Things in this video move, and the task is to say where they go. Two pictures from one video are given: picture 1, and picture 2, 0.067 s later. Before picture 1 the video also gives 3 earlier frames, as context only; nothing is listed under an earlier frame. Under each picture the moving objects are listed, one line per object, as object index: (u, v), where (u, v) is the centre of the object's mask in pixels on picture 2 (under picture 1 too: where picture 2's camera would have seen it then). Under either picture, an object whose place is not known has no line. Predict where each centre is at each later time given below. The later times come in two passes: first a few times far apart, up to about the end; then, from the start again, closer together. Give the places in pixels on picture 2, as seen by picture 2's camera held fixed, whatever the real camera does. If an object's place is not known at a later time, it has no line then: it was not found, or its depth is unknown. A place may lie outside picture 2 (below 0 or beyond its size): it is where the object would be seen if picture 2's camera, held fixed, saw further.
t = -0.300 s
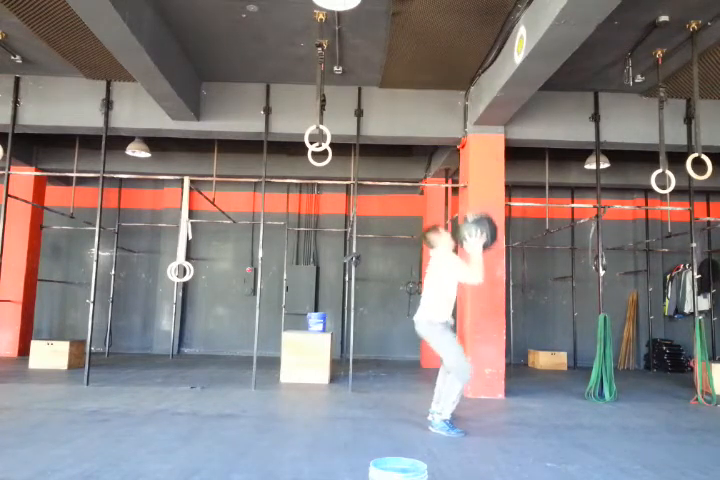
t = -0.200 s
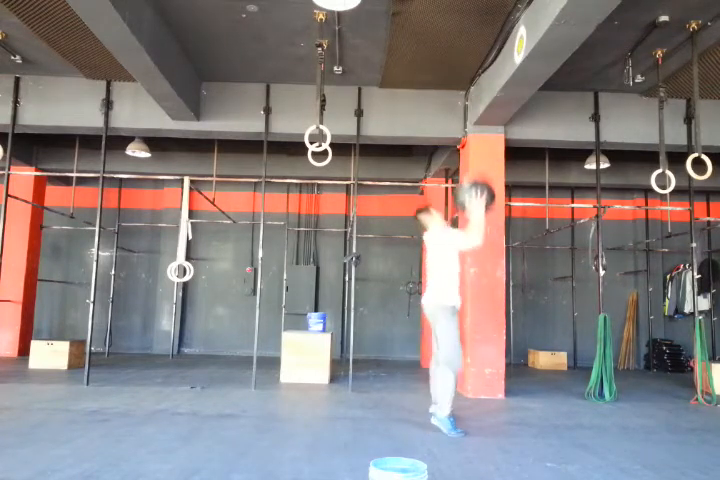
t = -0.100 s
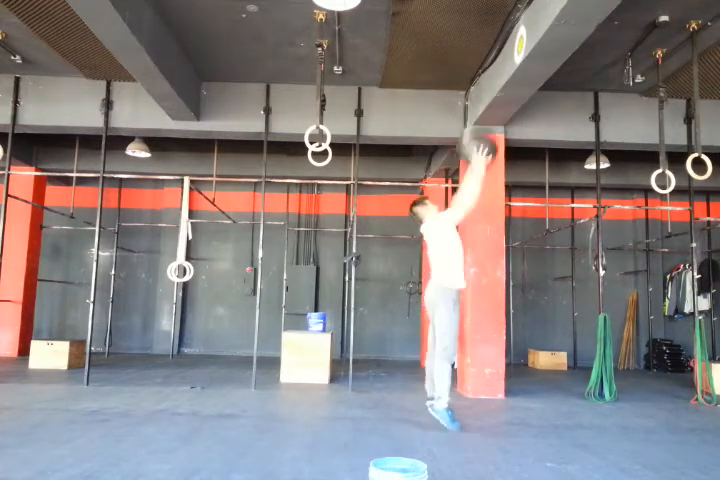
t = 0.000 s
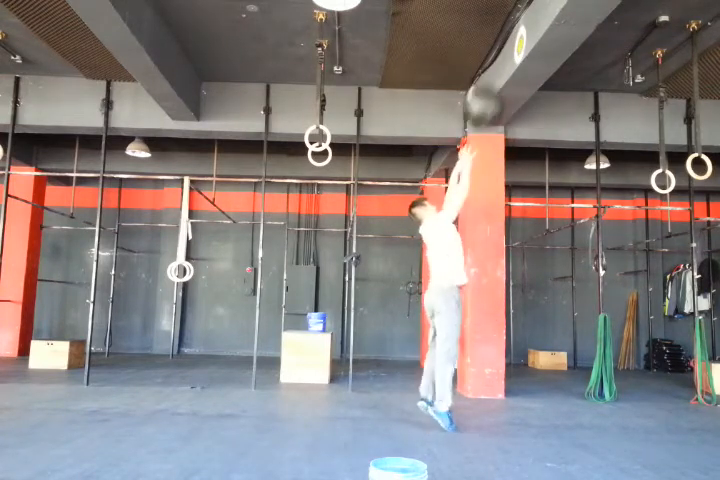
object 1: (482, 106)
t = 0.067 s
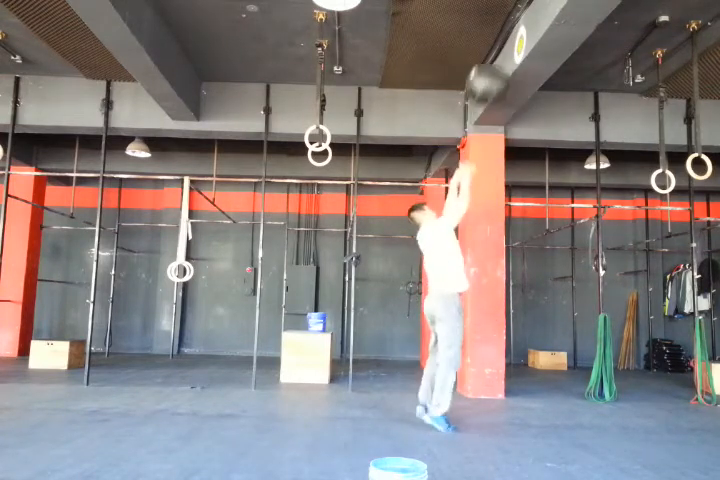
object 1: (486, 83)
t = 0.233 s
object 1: (497, 53)
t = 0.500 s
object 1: (492, 65)
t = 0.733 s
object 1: (483, 141)
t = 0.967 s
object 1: (474, 293)
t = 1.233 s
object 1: (455, 375)
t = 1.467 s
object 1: (429, 359)
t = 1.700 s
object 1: (405, 404)
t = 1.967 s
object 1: (375, 399)
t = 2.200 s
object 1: (351, 400)
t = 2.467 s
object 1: (330, 399)
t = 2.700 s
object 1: (314, 399)
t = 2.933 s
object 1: (303, 399)
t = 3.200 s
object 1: (299, 398)
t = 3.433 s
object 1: (300, 398)
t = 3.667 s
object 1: (302, 398)
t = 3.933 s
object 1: (303, 398)
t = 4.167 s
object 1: (303, 398)
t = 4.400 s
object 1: (303, 398)
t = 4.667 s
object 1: (303, 398)
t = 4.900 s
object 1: (303, 398)
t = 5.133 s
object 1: (303, 398)
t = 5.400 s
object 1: (303, 398)
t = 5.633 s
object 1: (303, 398)
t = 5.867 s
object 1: (303, 398)
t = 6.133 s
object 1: (303, 398)
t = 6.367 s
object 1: (303, 398)
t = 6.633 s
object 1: (303, 398)
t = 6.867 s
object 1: (303, 398)
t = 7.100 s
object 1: (303, 398)
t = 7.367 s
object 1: (303, 398)
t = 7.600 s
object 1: (303, 398)
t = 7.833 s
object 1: (303, 398)
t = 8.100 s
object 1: (303, 398)
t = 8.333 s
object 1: (303, 398)
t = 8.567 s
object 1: (303, 398)
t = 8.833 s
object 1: (303, 398)
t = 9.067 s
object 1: (303, 398)
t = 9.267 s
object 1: (303, 398)
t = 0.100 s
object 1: (488, 74)
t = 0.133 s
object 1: (491, 68)
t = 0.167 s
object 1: (492, 62)
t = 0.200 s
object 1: (494, 57)
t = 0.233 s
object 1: (497, 53)
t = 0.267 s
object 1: (499, 50)
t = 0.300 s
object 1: (499, 49)
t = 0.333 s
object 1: (498, 48)
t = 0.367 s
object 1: (497, 49)
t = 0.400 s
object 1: (496, 52)
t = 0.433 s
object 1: (495, 54)
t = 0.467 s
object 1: (493, 58)
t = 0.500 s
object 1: (492, 65)
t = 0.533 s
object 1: (490, 71)
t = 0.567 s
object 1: (489, 80)
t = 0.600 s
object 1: (488, 90)
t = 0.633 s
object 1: (487, 102)
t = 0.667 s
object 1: (485, 111)
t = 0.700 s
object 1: (485, 127)
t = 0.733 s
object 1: (483, 141)
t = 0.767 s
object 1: (482, 160)
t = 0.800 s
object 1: (481, 179)
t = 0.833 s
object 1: (479, 199)
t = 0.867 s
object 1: (478, 219)
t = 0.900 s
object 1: (477, 242)
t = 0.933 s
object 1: (476, 267)
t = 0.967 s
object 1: (474, 293)
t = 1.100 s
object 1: (471, 410)
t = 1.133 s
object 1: (465, 402)
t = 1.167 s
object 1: (461, 391)
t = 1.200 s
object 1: (458, 383)
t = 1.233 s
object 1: (455, 375)
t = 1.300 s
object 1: (449, 364)
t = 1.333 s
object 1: (446, 360)
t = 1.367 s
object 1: (442, 358)
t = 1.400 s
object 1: (438, 358)
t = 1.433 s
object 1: (433, 358)
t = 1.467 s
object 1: (429, 359)
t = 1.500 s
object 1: (426, 363)
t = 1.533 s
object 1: (423, 367)
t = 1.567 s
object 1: (418, 374)
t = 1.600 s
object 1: (416, 380)
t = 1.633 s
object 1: (412, 389)
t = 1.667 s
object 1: (409, 399)
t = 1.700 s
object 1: (405, 404)
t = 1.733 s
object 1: (402, 401)
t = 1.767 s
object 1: (397, 396)
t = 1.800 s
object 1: (393, 393)
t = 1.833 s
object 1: (390, 392)
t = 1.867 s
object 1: (386, 392)
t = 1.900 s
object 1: (382, 393)
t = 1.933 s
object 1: (379, 396)
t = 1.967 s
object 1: (375, 399)
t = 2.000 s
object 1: (372, 402)
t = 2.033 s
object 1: (369, 402)
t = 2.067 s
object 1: (365, 401)
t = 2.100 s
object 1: (361, 401)
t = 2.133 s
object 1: (358, 401)
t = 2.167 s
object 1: (355, 401)
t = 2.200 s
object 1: (351, 400)
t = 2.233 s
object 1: (349, 399)
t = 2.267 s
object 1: (347, 399)
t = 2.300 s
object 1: (344, 399)
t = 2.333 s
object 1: (341, 399)
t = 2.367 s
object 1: (338, 399)
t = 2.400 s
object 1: (336, 399)
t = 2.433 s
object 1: (333, 399)
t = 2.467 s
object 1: (330, 399)
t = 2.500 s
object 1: (328, 399)
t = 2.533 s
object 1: (325, 399)
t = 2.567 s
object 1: (323, 400)
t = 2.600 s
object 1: (321, 400)
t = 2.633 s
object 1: (318, 399)
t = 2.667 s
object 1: (316, 399)
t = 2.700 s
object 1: (314, 399)
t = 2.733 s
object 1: (312, 399)
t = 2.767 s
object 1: (310, 399)
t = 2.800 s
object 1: (308, 399)
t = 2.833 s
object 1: (307, 399)
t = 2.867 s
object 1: (305, 399)
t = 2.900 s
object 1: (304, 399)
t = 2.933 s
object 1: (303, 399)
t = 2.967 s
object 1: (302, 399)
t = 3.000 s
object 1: (301, 399)
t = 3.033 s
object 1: (301, 399)
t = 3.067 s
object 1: (300, 398)
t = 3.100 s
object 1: (299, 398)
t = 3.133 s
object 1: (299, 398)
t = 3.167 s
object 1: (299, 398)
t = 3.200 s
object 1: (299, 398)
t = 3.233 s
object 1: (299, 398)
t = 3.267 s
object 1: (299, 398)
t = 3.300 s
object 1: (299, 398)
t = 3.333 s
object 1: (299, 398)
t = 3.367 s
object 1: (299, 398)
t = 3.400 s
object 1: (300, 398)
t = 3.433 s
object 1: (300, 398)
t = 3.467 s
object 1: (300, 398)
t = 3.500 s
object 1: (301, 398)
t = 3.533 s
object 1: (301, 398)
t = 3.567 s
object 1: (301, 398)
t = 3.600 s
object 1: (301, 398)
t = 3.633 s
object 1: (302, 398)
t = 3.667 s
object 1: (302, 398)
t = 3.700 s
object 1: (302, 398)
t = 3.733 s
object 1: (302, 398)
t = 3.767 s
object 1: (302, 398)
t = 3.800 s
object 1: (303, 398)
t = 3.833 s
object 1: (303, 398)
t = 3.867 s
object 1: (303, 398)
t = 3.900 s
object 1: (303, 398)
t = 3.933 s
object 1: (303, 398)
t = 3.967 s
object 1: (303, 398)
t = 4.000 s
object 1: (303, 398)
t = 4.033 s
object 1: (303, 398)
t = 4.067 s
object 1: (303, 398)
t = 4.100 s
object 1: (303, 398)
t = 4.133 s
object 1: (303, 398)
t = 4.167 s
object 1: (303, 398)
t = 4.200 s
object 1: (303, 398)
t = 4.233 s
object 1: (303, 398)
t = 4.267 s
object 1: (303, 398)
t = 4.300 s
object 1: (303, 398)
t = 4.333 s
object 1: (303, 398)
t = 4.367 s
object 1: (303, 398)
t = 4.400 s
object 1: (303, 398)
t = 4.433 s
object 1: (303, 398)
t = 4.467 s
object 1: (303, 398)
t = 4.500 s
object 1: (303, 398)
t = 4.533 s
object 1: (303, 398)
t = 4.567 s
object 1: (303, 398)
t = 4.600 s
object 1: (303, 398)
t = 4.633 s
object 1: (303, 398)
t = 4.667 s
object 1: (303, 398)
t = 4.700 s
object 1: (303, 398)
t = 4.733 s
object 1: (303, 398)
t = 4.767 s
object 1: (303, 398)
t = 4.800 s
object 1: (303, 398)
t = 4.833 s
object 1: (303, 398)
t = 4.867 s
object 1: (303, 398)
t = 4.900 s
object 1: (303, 398)
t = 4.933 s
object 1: (303, 398)
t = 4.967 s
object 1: (303, 398)
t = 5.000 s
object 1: (303, 398)
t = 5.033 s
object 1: (303, 398)
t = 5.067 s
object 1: (303, 398)
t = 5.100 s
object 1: (303, 398)
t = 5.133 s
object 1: (303, 398)
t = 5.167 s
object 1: (303, 398)
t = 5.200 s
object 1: (303, 398)
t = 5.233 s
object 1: (303, 398)
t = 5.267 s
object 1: (303, 398)
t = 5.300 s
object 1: (303, 398)
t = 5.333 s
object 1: (303, 398)
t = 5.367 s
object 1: (303, 398)
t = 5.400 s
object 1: (303, 398)
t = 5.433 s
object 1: (303, 398)
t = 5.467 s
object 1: (303, 398)
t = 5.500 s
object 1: (303, 398)
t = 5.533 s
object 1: (303, 398)
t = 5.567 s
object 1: (303, 398)
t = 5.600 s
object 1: (303, 398)
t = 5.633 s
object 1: (303, 398)
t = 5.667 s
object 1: (303, 398)
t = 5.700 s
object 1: (303, 398)
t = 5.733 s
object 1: (303, 398)
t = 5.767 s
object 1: (303, 398)
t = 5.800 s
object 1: (303, 398)
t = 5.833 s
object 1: (303, 398)
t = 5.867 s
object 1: (303, 398)
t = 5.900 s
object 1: (303, 398)
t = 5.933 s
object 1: (303, 398)
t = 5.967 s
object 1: (303, 398)
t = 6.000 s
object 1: (303, 398)
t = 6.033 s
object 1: (303, 398)
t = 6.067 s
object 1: (303, 398)
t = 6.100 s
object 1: (303, 398)
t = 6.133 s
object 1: (303, 398)
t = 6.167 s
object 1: (303, 398)
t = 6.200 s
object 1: (303, 398)
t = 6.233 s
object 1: (303, 398)
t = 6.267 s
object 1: (303, 398)
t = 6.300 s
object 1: (303, 398)
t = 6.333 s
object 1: (303, 398)
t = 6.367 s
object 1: (303, 398)
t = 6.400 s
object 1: (303, 398)
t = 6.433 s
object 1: (303, 398)
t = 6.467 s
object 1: (303, 398)
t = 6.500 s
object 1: (303, 398)
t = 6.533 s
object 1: (303, 398)
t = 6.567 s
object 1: (303, 398)
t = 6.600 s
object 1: (303, 398)
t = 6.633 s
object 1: (303, 398)
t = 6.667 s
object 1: (303, 398)
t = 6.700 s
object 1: (303, 398)
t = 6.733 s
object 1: (303, 398)
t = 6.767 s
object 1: (303, 398)
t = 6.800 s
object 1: (303, 398)
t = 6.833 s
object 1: (303, 398)
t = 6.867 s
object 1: (303, 398)
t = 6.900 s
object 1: (303, 398)
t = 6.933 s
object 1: (303, 398)
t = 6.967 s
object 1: (303, 398)
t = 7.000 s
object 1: (303, 398)
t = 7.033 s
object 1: (303, 398)
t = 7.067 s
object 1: (303, 398)
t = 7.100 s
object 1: (303, 398)
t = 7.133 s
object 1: (303, 398)
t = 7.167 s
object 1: (303, 398)
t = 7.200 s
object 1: (303, 398)
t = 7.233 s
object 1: (303, 398)
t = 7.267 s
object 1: (303, 398)
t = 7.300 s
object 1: (303, 398)
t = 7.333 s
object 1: (303, 398)
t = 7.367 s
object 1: (303, 398)
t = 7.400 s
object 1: (303, 398)
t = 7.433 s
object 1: (303, 398)
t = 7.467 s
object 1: (303, 398)
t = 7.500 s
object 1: (303, 398)
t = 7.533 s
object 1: (303, 398)
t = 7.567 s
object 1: (303, 398)
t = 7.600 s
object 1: (303, 398)
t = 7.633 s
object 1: (303, 398)
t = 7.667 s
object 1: (303, 398)
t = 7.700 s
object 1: (303, 398)
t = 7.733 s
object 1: (303, 398)
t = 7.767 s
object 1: (303, 398)
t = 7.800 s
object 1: (303, 398)
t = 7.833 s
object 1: (303, 398)
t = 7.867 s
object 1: (303, 398)
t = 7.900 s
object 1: (303, 398)
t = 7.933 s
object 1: (303, 398)
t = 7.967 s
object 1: (303, 398)
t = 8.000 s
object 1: (303, 398)
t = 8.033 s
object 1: (303, 398)
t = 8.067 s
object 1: (303, 398)
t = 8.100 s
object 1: (303, 398)
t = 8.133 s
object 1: (303, 398)
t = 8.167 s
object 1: (303, 398)
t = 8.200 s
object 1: (303, 398)
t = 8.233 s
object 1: (303, 398)
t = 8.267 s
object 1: (303, 398)
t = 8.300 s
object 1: (303, 398)
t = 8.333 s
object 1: (303, 398)
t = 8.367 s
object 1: (303, 398)
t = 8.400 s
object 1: (303, 398)
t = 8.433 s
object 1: (303, 398)
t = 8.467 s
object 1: (303, 398)
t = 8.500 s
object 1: (303, 398)
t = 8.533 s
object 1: (303, 398)
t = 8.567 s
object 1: (303, 398)
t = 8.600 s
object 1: (303, 398)
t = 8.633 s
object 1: (303, 398)
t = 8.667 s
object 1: (303, 398)
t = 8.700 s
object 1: (303, 398)
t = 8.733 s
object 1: (303, 398)
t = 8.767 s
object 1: (303, 398)
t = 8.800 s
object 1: (303, 398)
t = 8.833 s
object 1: (303, 398)
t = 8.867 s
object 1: (303, 398)
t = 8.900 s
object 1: (303, 398)
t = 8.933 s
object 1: (303, 398)
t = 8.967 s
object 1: (303, 398)
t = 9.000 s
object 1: (303, 398)
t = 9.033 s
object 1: (303, 398)
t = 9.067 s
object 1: (303, 398)
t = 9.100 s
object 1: (303, 398)
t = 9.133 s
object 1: (303, 398)
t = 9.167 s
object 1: (303, 398)
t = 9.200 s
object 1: (303, 398)
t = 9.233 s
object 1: (303, 398)
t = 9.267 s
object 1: (303, 398)
